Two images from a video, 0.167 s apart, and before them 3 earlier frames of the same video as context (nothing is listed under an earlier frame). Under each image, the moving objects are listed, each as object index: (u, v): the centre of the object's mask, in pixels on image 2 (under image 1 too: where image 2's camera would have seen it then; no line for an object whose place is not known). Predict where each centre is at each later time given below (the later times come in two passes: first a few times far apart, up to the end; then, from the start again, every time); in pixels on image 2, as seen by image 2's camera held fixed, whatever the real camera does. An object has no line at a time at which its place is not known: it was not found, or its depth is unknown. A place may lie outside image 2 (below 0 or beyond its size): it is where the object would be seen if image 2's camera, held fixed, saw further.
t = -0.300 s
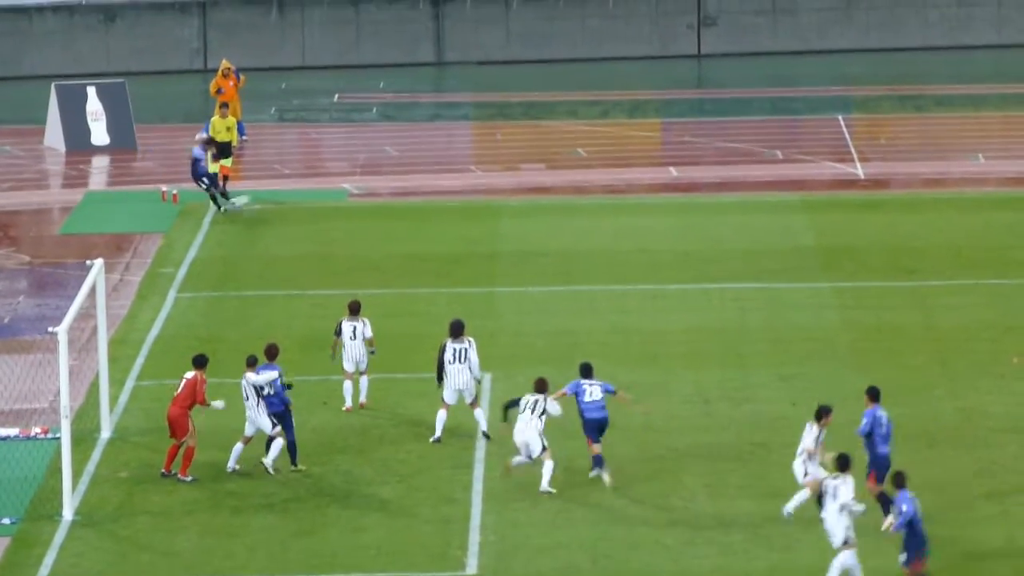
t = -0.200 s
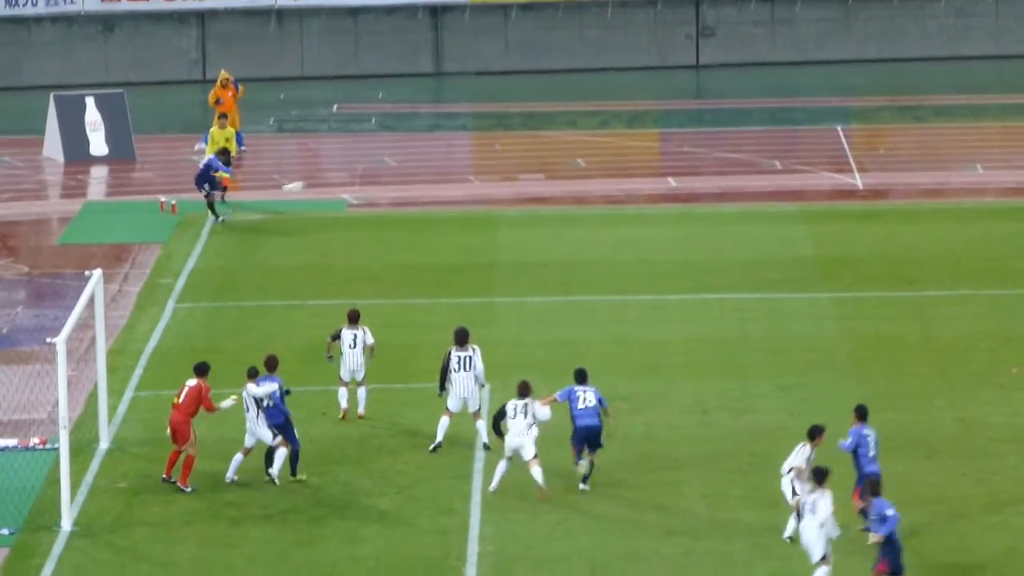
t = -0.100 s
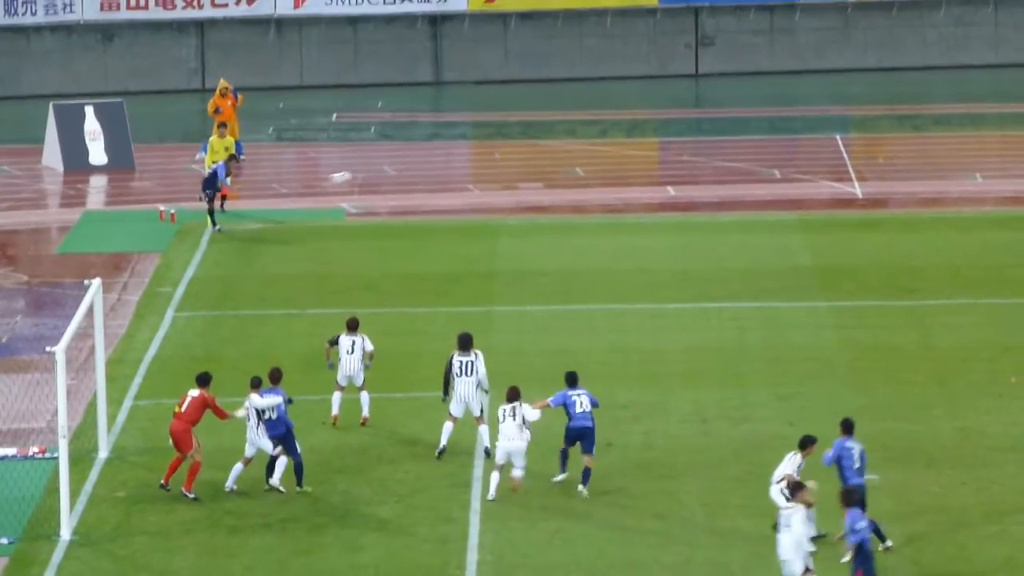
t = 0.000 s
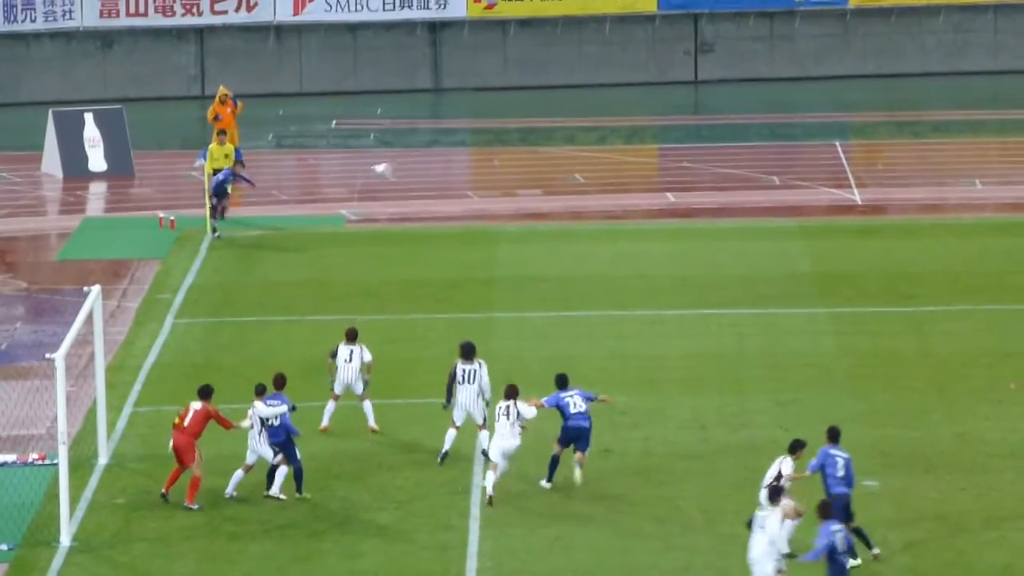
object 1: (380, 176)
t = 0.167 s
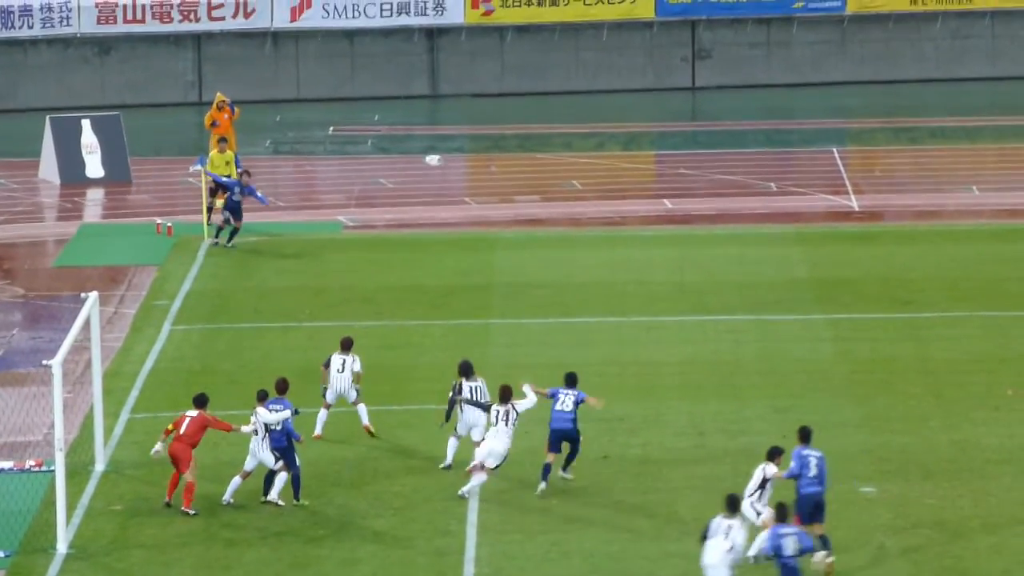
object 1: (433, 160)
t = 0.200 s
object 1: (442, 159)
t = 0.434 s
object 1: (489, 167)
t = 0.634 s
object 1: (510, 199)
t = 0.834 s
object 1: (513, 257)
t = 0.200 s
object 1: (442, 159)
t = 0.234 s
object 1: (450, 158)
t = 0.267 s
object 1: (457, 158)
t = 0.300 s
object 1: (465, 159)
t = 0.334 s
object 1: (472, 160)
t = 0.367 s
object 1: (478, 162)
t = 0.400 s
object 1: (484, 164)
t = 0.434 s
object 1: (489, 167)
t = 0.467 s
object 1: (494, 171)
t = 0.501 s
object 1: (498, 175)
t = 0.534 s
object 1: (501, 180)
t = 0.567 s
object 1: (505, 186)
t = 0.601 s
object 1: (508, 192)
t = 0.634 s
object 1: (510, 199)
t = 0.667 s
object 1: (511, 207)
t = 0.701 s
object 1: (513, 216)
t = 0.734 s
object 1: (514, 225)
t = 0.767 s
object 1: (514, 234)
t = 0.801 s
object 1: (514, 246)
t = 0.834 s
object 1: (513, 257)
